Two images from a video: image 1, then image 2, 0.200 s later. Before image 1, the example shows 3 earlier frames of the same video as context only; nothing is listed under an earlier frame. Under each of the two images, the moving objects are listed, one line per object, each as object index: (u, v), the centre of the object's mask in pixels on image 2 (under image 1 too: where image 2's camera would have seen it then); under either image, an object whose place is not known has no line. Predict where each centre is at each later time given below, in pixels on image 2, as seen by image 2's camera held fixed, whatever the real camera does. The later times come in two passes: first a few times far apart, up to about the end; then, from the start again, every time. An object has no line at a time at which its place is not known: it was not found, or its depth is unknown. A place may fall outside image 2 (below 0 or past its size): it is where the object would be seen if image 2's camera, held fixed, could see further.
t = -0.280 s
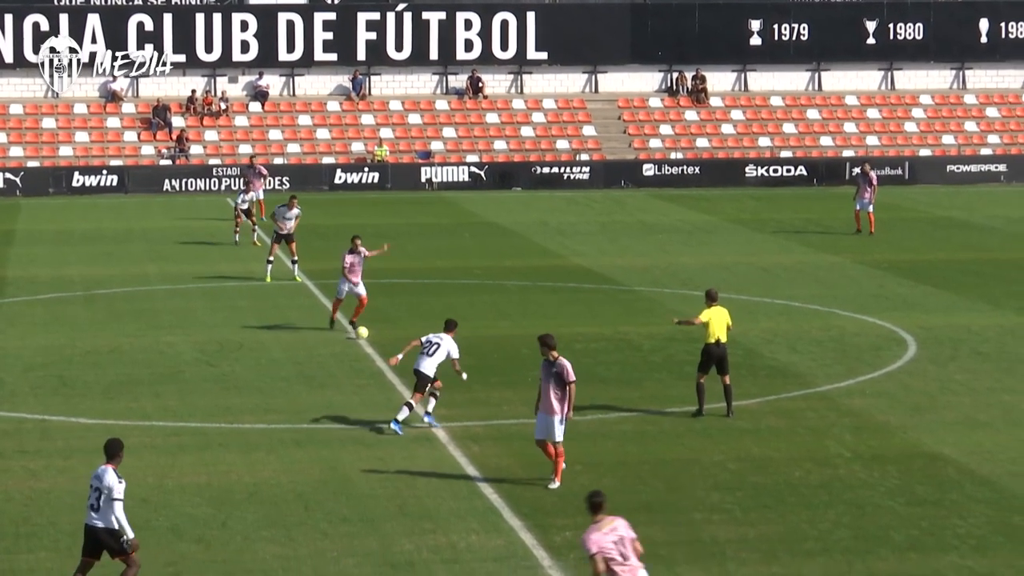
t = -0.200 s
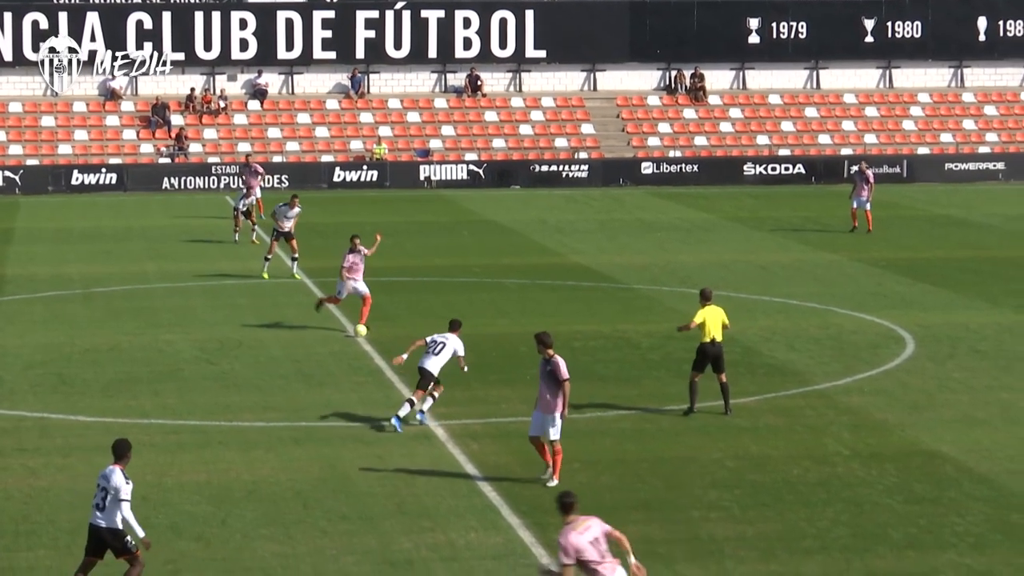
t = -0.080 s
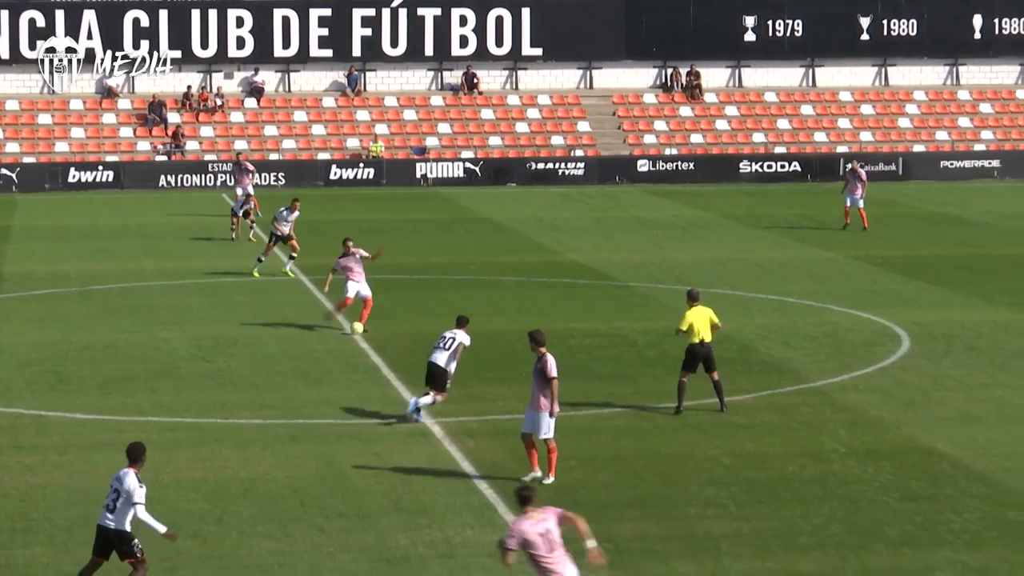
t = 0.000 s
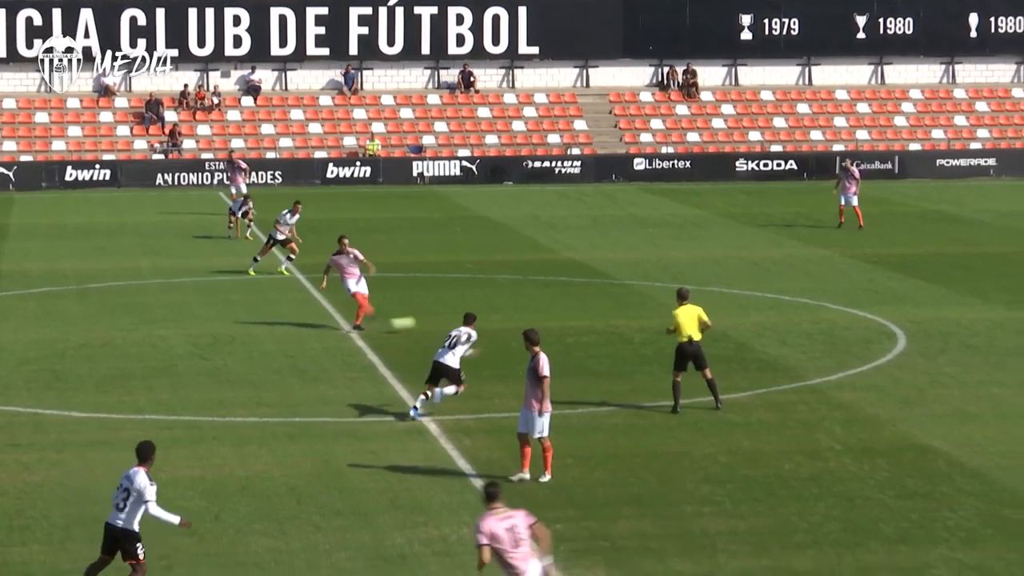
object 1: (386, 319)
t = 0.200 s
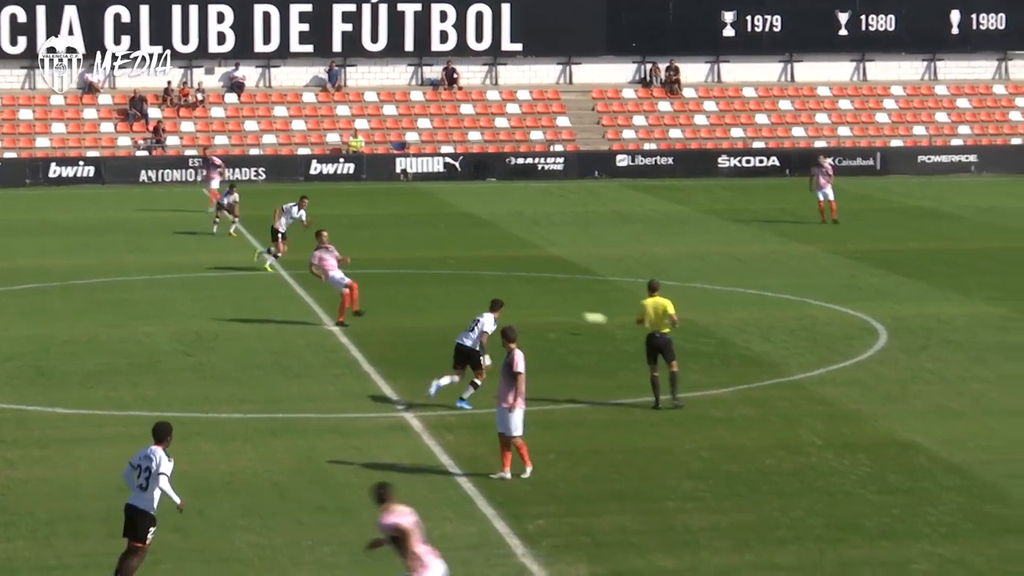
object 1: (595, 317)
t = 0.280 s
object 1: (680, 327)
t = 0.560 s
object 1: (935, 333)
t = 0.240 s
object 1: (630, 321)
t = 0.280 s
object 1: (680, 327)
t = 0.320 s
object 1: (717, 332)
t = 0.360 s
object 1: (754, 329)
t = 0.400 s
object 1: (790, 327)
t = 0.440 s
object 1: (826, 326)
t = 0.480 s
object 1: (863, 327)
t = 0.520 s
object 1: (899, 330)
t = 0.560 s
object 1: (935, 333)
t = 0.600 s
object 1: (970, 337)
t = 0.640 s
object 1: (1002, 334)
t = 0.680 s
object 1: (1034, 333)
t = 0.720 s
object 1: (1067, 332)
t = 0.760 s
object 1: (1099, 333)
